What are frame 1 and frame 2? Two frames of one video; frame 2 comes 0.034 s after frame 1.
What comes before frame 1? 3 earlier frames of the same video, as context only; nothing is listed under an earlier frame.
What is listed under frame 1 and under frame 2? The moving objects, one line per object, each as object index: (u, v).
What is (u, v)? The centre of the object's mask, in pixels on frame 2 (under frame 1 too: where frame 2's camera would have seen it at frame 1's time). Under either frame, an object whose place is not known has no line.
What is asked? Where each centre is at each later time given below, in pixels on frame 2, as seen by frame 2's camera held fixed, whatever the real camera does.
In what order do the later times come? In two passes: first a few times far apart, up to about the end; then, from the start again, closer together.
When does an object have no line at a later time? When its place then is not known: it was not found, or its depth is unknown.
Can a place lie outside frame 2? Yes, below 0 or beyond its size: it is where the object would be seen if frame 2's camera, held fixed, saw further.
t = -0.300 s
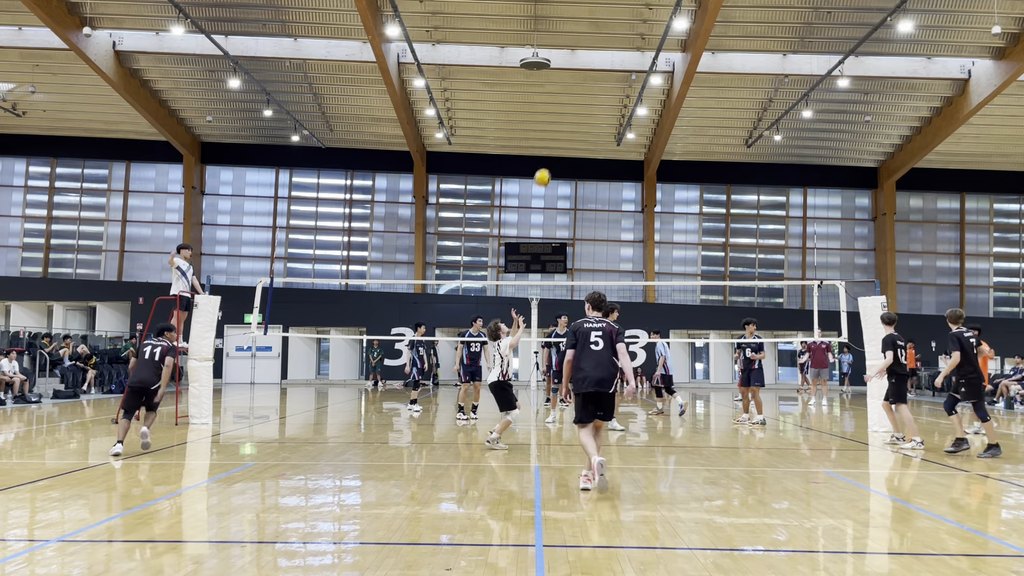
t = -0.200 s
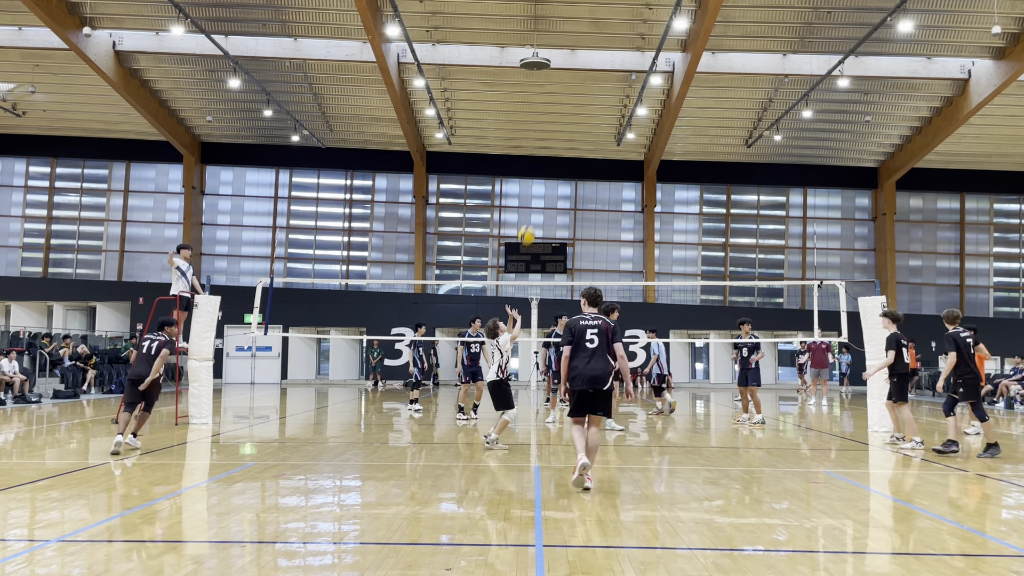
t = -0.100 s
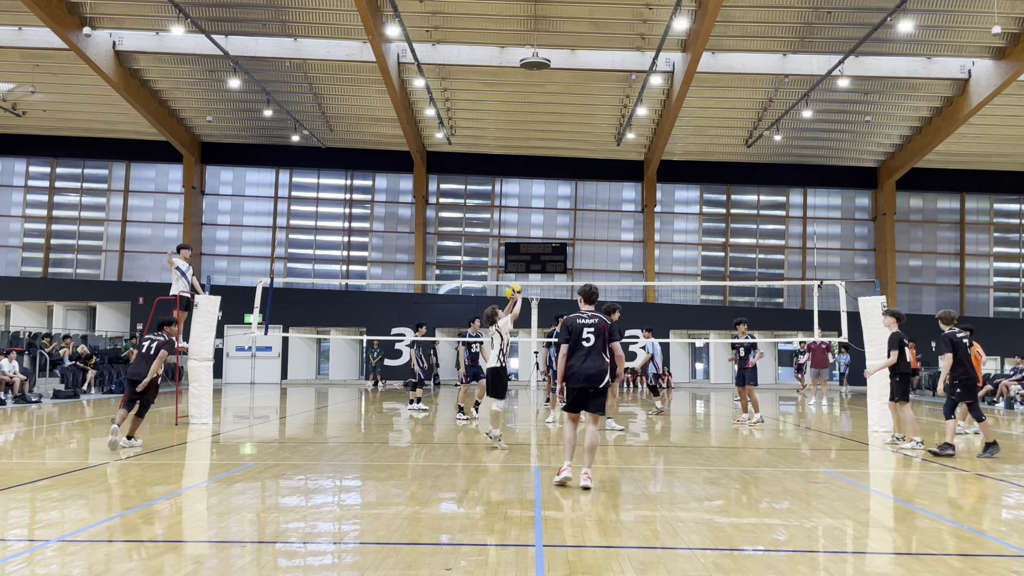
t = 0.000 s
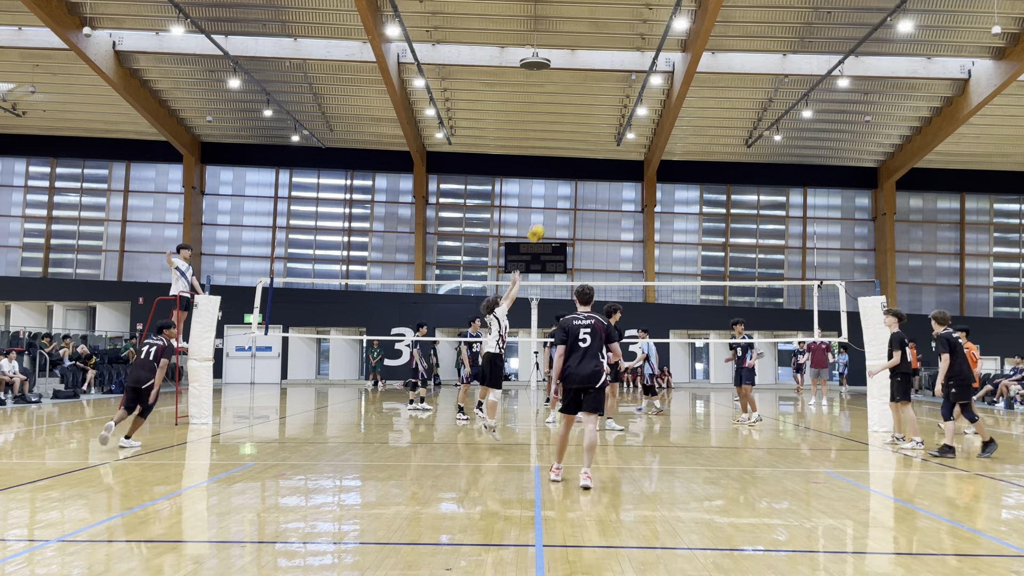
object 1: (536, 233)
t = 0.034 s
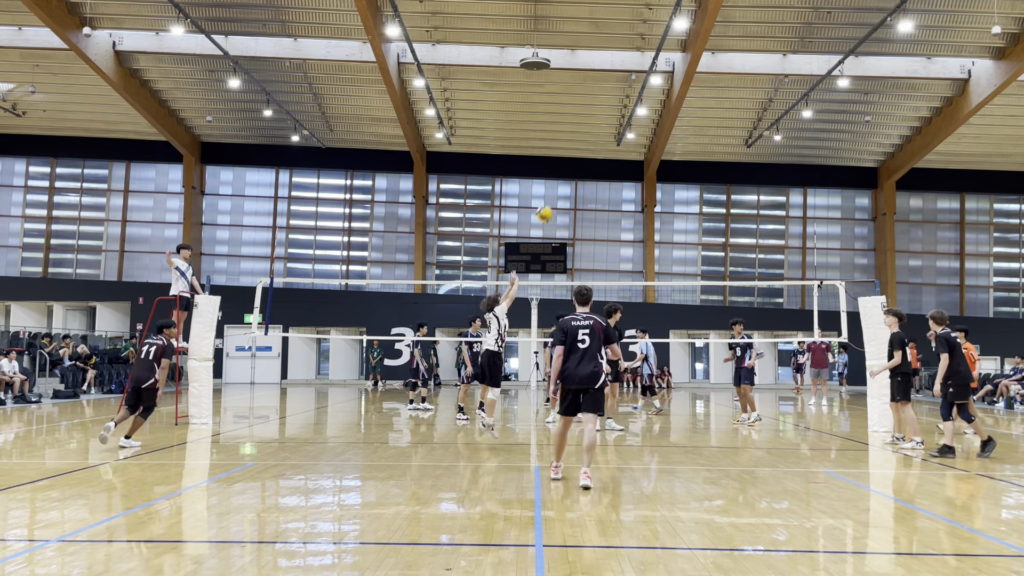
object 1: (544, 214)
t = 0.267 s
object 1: (595, 113)
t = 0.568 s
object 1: (656, 51)
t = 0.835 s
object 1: (706, 49)
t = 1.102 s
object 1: (752, 96)
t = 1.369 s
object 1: (797, 187)
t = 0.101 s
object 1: (559, 180)
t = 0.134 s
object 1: (566, 165)
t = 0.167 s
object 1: (574, 151)
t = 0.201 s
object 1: (581, 137)
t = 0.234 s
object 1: (588, 124)
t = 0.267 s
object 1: (595, 113)
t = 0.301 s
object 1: (602, 102)
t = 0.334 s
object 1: (609, 93)
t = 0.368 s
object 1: (616, 85)
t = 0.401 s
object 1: (623, 77)
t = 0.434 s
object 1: (629, 70)
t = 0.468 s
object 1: (636, 64)
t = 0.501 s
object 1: (644, 59)
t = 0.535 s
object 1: (650, 54)
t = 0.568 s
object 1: (656, 51)
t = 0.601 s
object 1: (662, 47)
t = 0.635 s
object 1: (669, 46)
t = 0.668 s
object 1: (675, 44)
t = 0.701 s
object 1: (682, 44)
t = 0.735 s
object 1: (687, 44)
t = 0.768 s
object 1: (694, 45)
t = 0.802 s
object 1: (700, 47)
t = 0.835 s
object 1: (706, 49)
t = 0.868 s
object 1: (712, 53)
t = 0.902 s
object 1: (718, 57)
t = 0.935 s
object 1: (724, 62)
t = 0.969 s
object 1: (730, 68)
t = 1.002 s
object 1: (736, 74)
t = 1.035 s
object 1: (742, 81)
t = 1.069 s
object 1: (747, 88)
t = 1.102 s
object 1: (752, 96)
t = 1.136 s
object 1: (759, 106)
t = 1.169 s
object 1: (764, 115)
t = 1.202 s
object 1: (770, 127)
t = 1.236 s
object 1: (775, 137)
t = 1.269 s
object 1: (780, 149)
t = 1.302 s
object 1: (786, 162)
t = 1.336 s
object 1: (791, 175)
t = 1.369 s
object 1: (797, 187)
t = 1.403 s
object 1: (802, 203)
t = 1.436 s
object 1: (807, 217)
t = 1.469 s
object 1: (812, 232)
